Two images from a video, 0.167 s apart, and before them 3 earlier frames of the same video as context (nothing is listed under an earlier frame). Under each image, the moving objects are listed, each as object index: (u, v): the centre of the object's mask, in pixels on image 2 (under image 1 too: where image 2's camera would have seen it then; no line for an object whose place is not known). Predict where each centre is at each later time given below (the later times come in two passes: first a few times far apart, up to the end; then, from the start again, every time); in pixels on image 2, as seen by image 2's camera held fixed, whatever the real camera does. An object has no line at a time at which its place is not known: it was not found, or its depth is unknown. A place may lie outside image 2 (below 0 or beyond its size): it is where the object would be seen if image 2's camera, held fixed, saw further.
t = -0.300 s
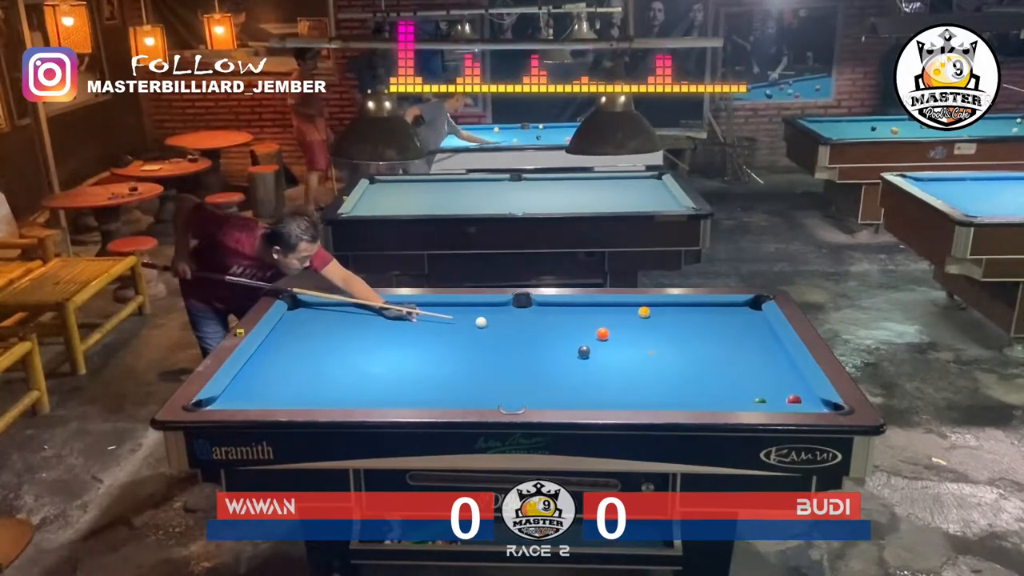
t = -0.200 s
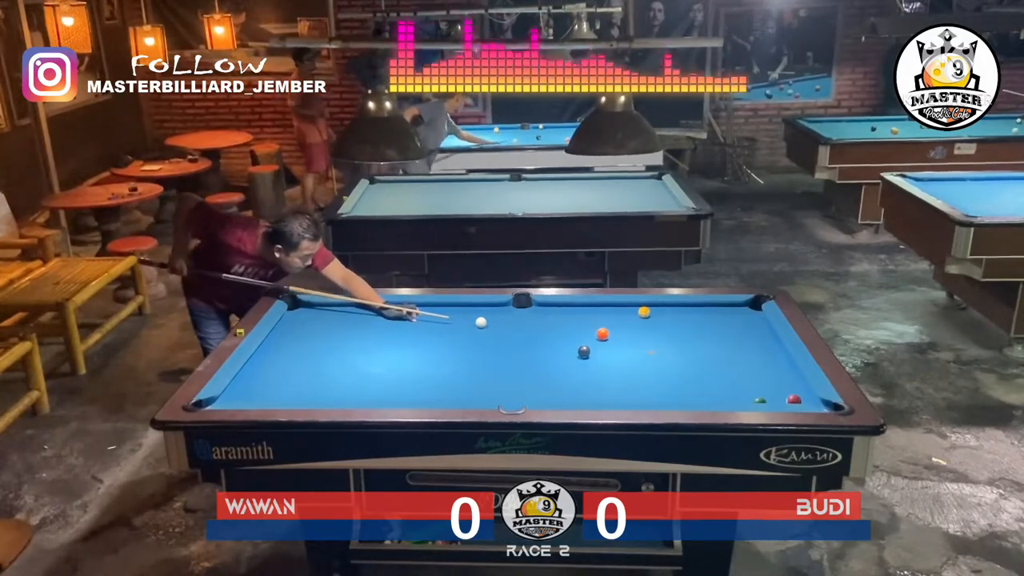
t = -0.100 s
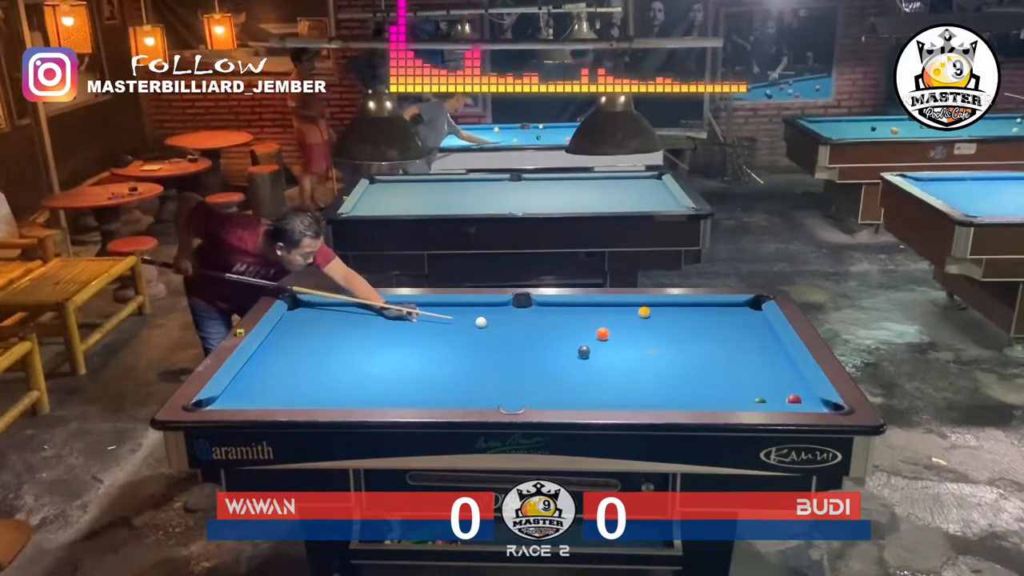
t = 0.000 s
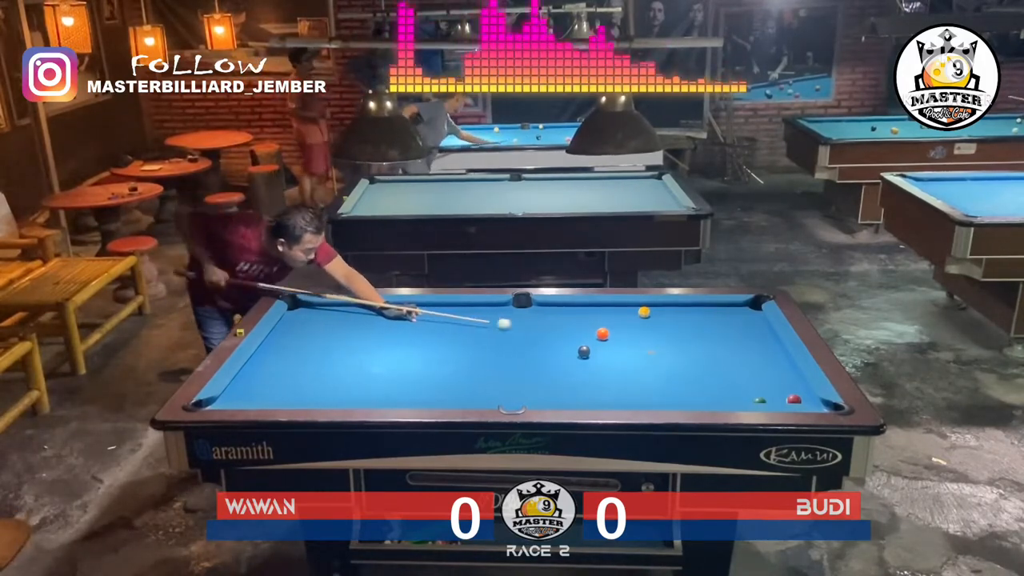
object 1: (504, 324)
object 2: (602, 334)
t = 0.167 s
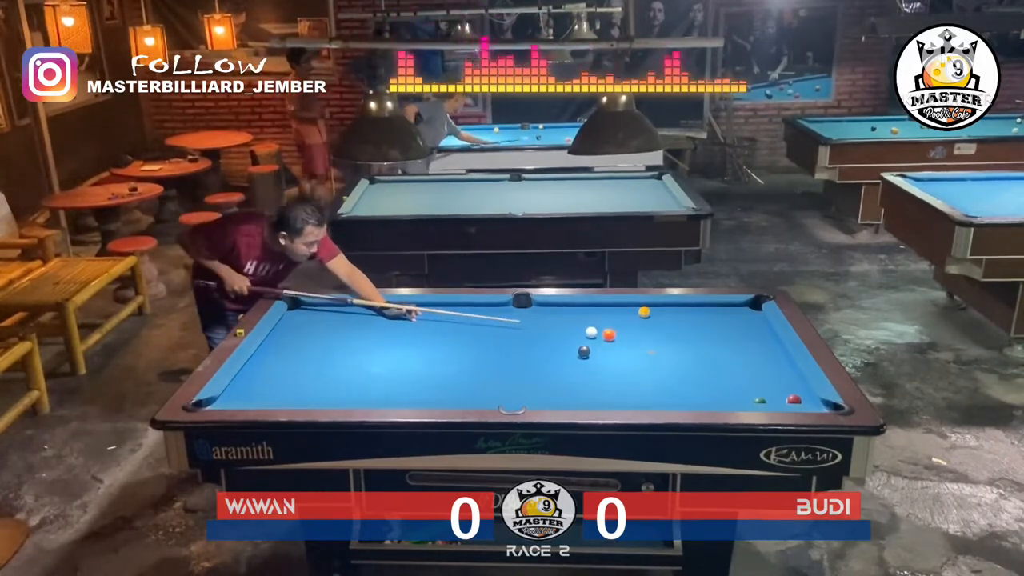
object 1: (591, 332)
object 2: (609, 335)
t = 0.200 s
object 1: (592, 332)
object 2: (624, 337)
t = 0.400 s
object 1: (611, 331)
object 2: (696, 347)
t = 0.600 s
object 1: (634, 331)
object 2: (765, 356)
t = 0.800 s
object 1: (655, 330)
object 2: (759, 363)
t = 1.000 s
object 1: (676, 330)
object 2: (723, 368)
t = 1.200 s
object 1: (694, 330)
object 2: (688, 374)
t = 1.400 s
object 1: (711, 329)
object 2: (655, 379)
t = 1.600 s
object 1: (726, 329)
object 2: (624, 385)
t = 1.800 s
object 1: (740, 329)
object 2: (595, 390)
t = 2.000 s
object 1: (752, 329)
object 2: (566, 395)
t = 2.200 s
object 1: (763, 329)
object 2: (541, 397)
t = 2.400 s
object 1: (765, 329)
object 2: (516, 403)
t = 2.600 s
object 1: (761, 329)
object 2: (514, 408)
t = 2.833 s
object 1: (758, 329)
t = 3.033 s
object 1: (757, 329)
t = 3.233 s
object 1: (757, 329)
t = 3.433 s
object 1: (757, 329)
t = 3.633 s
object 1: (757, 329)
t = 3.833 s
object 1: (757, 329)
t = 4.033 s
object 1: (757, 329)
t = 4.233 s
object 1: (757, 329)
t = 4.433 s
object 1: (757, 329)
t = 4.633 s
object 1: (757, 329)
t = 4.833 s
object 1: (757, 329)
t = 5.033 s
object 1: (757, 329)
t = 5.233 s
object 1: (757, 329)
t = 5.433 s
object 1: (757, 329)
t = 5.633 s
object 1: (757, 329)
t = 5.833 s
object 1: (757, 329)
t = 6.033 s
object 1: (757, 329)
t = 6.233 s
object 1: (757, 329)
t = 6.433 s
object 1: (757, 329)
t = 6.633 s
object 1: (757, 329)
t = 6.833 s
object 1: (757, 329)
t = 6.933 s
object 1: (757, 329)
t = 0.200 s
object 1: (592, 332)
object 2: (624, 337)
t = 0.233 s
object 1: (593, 331)
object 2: (637, 339)
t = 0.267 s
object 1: (596, 331)
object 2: (650, 340)
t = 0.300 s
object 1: (599, 331)
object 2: (662, 342)
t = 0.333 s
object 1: (603, 331)
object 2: (673, 344)
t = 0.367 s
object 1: (607, 331)
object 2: (684, 345)
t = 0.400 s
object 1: (611, 331)
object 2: (696, 347)
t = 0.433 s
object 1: (615, 331)
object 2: (707, 349)
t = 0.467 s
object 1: (619, 331)
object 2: (718, 350)
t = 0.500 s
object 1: (623, 331)
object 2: (730, 352)
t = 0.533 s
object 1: (626, 330)
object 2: (742, 353)
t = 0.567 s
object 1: (630, 331)
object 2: (753, 354)
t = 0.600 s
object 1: (634, 331)
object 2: (765, 356)
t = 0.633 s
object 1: (637, 331)
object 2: (777, 358)
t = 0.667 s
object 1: (641, 330)
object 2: (786, 359)
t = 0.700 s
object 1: (645, 330)
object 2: (779, 360)
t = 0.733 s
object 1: (648, 330)
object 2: (772, 361)
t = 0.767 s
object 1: (652, 330)
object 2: (765, 362)
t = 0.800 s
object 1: (655, 330)
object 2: (759, 363)
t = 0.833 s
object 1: (659, 330)
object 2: (753, 364)
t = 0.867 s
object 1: (662, 330)
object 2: (747, 365)
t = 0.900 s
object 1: (666, 330)
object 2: (741, 365)
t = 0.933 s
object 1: (669, 330)
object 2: (735, 366)
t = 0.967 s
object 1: (672, 330)
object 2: (729, 367)
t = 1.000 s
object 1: (676, 330)
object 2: (723, 368)
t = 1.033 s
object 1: (679, 330)
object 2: (717, 370)
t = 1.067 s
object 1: (682, 330)
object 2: (711, 370)
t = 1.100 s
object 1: (685, 330)
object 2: (705, 371)
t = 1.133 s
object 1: (688, 330)
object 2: (699, 372)
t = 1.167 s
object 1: (691, 330)
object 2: (694, 373)
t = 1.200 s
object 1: (694, 330)
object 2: (688, 374)
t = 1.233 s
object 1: (697, 330)
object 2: (683, 375)
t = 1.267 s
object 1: (700, 330)
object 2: (677, 376)
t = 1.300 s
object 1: (703, 329)
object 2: (672, 377)
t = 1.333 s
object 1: (706, 330)
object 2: (666, 378)
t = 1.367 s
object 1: (709, 330)
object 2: (661, 379)
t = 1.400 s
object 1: (711, 329)
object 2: (655, 379)
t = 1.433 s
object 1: (714, 329)
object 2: (650, 381)
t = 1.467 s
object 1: (717, 329)
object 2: (645, 382)
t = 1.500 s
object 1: (719, 329)
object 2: (640, 383)
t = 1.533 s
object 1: (722, 329)
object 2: (634, 383)
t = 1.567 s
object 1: (724, 329)
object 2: (629, 384)
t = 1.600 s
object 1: (726, 329)
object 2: (624, 385)
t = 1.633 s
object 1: (729, 329)
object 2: (619, 386)
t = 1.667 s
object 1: (731, 329)
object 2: (614, 386)
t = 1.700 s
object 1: (734, 329)
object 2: (609, 387)
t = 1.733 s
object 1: (736, 329)
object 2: (604, 389)
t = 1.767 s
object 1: (738, 329)
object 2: (599, 389)
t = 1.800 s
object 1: (740, 329)
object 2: (595, 390)
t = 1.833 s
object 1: (742, 329)
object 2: (590, 391)
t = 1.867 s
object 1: (744, 329)
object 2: (585, 392)
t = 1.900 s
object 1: (746, 330)
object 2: (580, 393)
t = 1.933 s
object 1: (748, 329)
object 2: (576, 394)
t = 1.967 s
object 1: (750, 330)
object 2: (571, 394)
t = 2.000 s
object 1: (752, 329)
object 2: (566, 395)
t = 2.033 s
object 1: (754, 329)
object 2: (562, 395)
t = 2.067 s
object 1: (756, 329)
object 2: (558, 396)
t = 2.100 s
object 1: (758, 329)
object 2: (554, 396)
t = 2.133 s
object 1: (760, 329)
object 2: (550, 396)
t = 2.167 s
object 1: (761, 329)
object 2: (545, 397)
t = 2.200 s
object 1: (763, 329)
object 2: (541, 397)
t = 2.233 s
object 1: (765, 329)
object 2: (537, 398)
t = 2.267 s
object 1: (766, 329)
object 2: (532, 399)
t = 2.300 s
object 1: (768, 329)
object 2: (528, 400)
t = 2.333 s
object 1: (767, 329)
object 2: (523, 401)
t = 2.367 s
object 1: (766, 329)
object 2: (520, 403)
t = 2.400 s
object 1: (765, 329)
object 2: (516, 403)
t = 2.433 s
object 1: (764, 329)
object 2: (513, 404)
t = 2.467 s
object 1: (763, 329)
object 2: (509, 405)
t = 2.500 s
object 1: (763, 329)
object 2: (506, 406)
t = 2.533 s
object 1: (762, 329)
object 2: (507, 406)
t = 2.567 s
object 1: (761, 329)
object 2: (510, 407)
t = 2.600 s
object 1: (761, 329)
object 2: (514, 408)
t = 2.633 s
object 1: (760, 329)
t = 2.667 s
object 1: (759, 329)
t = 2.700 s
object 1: (759, 329)
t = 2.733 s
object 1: (759, 329)
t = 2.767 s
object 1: (758, 329)
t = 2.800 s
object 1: (758, 329)
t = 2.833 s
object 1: (758, 329)
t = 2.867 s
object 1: (758, 329)
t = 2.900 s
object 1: (757, 329)
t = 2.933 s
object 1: (757, 329)
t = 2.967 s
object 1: (757, 329)
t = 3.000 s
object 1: (757, 329)
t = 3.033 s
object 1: (757, 329)
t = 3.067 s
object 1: (757, 329)
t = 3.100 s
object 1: (757, 329)
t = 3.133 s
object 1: (757, 329)
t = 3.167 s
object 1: (757, 329)
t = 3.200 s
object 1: (757, 329)
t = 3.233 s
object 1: (757, 329)
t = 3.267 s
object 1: (757, 329)
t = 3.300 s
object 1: (757, 329)
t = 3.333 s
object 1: (757, 329)
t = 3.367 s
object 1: (757, 329)
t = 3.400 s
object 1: (757, 329)
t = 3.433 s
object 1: (757, 329)
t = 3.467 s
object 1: (757, 329)
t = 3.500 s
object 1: (757, 329)
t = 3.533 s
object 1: (757, 329)
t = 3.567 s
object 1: (757, 329)
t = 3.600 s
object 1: (757, 329)
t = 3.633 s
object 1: (757, 329)
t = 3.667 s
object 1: (757, 329)
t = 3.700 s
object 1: (757, 329)
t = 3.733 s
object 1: (757, 329)
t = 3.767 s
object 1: (757, 329)
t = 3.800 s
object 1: (757, 329)
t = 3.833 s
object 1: (757, 329)
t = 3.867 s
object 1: (757, 329)
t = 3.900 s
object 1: (757, 329)
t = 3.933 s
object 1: (757, 329)
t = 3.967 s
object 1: (757, 329)
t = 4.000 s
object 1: (757, 329)
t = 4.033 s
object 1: (757, 329)
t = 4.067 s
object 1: (757, 329)
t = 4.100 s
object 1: (757, 329)
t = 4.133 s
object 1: (757, 329)
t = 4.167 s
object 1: (757, 329)
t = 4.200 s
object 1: (757, 329)
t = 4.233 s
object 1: (757, 329)
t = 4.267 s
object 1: (757, 329)
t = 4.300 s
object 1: (757, 329)
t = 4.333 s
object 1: (757, 329)
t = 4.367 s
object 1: (757, 329)
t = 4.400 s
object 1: (757, 329)
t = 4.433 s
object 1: (757, 329)
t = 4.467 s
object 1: (757, 329)
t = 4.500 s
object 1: (757, 329)
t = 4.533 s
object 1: (757, 329)
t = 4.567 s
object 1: (757, 329)
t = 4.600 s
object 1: (757, 329)
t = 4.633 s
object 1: (757, 329)
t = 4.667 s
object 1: (757, 329)
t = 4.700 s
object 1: (757, 329)
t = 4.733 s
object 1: (757, 329)
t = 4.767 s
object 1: (757, 329)
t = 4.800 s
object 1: (757, 329)
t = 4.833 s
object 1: (757, 329)
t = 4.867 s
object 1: (757, 329)
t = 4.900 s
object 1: (757, 329)
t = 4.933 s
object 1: (757, 329)
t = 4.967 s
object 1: (757, 329)
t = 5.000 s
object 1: (757, 329)
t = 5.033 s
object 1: (757, 329)
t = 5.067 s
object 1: (757, 329)
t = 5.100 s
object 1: (757, 329)
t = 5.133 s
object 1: (757, 329)
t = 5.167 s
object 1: (757, 329)
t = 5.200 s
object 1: (757, 329)
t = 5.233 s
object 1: (757, 329)
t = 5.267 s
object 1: (757, 329)
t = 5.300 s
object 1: (757, 329)
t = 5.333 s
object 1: (757, 329)
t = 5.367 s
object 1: (757, 329)
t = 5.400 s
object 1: (757, 329)
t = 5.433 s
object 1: (757, 329)
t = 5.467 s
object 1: (757, 329)
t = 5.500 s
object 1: (757, 329)
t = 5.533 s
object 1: (757, 329)
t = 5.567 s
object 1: (757, 329)
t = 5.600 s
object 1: (757, 329)
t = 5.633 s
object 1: (757, 329)
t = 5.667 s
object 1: (757, 329)
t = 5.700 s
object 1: (757, 329)
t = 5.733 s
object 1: (757, 329)
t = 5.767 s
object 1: (757, 329)
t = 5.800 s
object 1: (757, 329)
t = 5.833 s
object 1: (757, 329)
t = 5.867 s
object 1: (757, 329)
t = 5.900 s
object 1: (757, 329)
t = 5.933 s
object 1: (757, 329)
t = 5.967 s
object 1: (757, 329)
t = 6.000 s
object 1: (757, 329)
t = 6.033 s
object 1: (757, 329)
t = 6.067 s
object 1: (757, 329)
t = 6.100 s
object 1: (757, 329)
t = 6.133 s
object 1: (757, 329)
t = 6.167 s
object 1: (757, 329)
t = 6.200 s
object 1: (757, 329)
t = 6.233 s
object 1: (757, 329)
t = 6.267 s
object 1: (757, 329)
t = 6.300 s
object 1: (757, 329)
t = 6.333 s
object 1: (757, 329)
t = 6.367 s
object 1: (757, 329)
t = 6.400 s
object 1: (757, 329)
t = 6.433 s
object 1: (757, 329)
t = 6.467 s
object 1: (757, 329)
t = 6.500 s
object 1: (757, 329)
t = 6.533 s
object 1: (757, 329)
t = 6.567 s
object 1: (757, 329)
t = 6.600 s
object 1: (757, 329)
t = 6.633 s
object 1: (757, 329)
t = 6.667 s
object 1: (757, 329)
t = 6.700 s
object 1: (757, 329)
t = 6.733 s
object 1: (757, 329)
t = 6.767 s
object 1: (757, 329)
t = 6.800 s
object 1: (757, 329)
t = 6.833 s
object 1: (757, 329)
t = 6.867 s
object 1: (757, 329)
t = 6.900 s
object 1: (757, 329)
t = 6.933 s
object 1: (757, 329)
